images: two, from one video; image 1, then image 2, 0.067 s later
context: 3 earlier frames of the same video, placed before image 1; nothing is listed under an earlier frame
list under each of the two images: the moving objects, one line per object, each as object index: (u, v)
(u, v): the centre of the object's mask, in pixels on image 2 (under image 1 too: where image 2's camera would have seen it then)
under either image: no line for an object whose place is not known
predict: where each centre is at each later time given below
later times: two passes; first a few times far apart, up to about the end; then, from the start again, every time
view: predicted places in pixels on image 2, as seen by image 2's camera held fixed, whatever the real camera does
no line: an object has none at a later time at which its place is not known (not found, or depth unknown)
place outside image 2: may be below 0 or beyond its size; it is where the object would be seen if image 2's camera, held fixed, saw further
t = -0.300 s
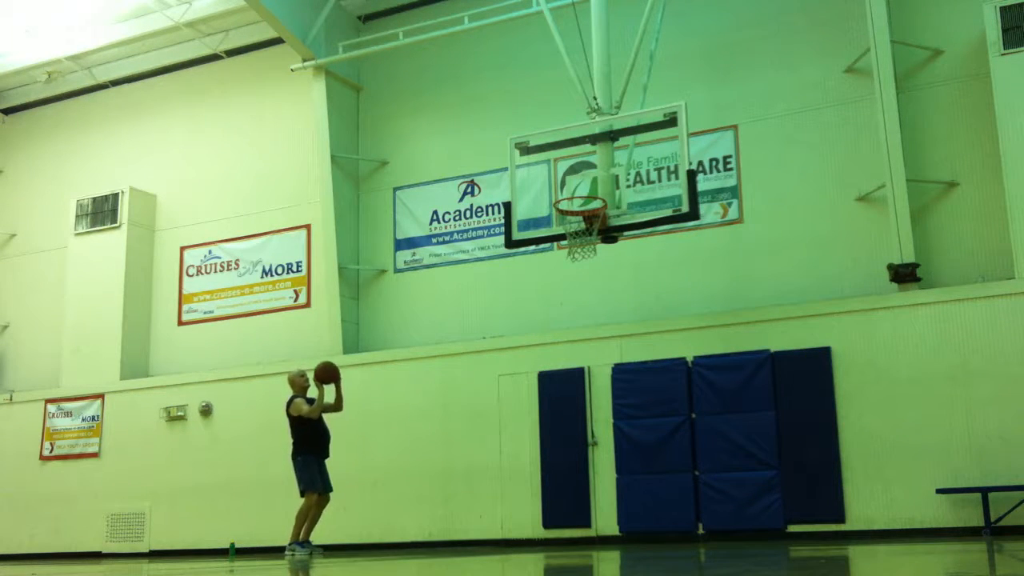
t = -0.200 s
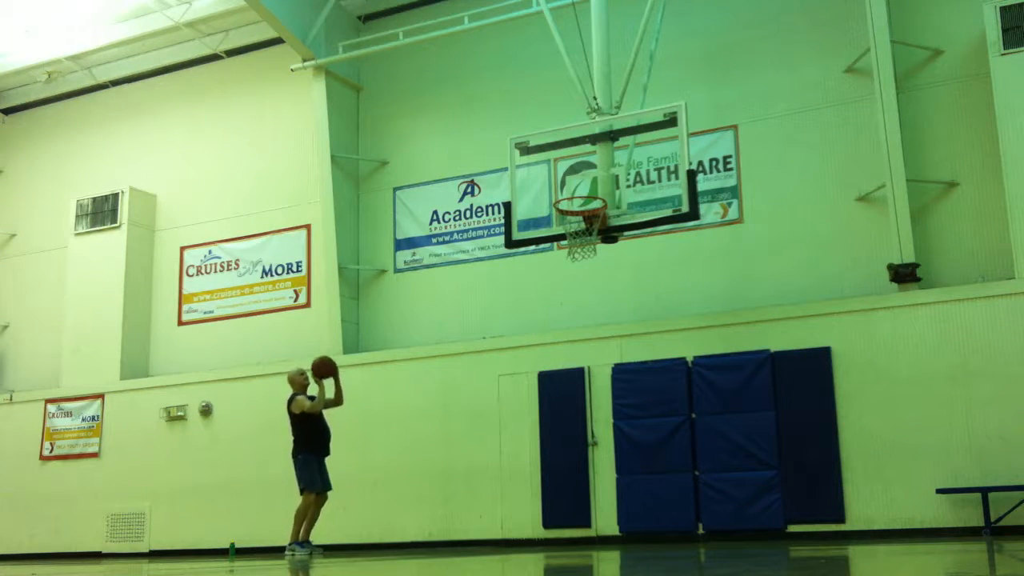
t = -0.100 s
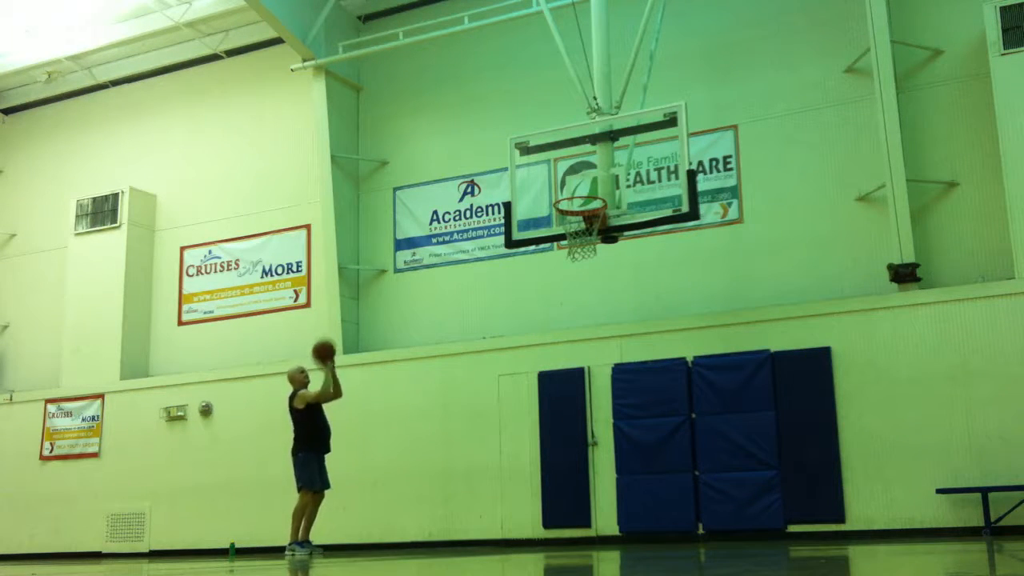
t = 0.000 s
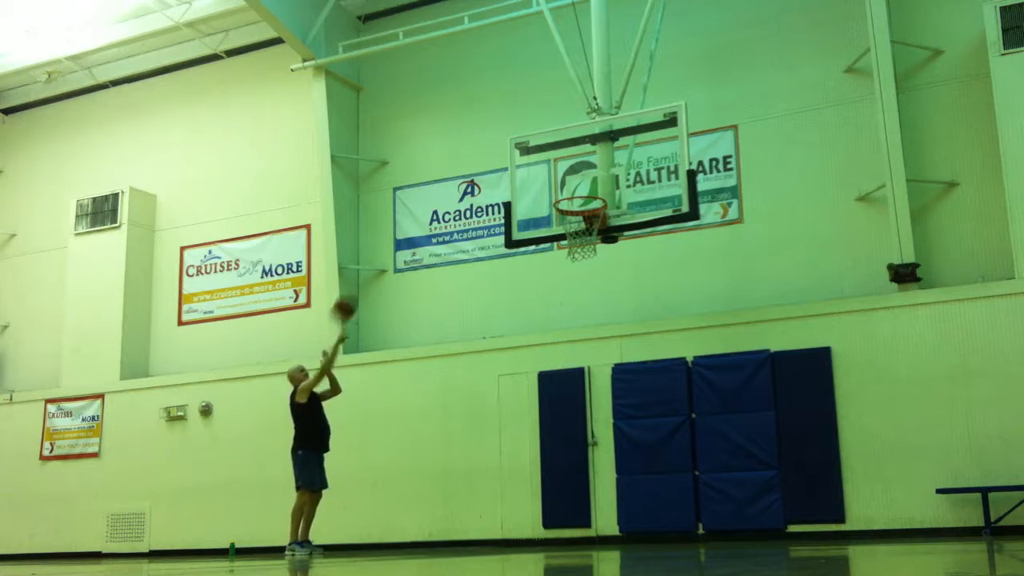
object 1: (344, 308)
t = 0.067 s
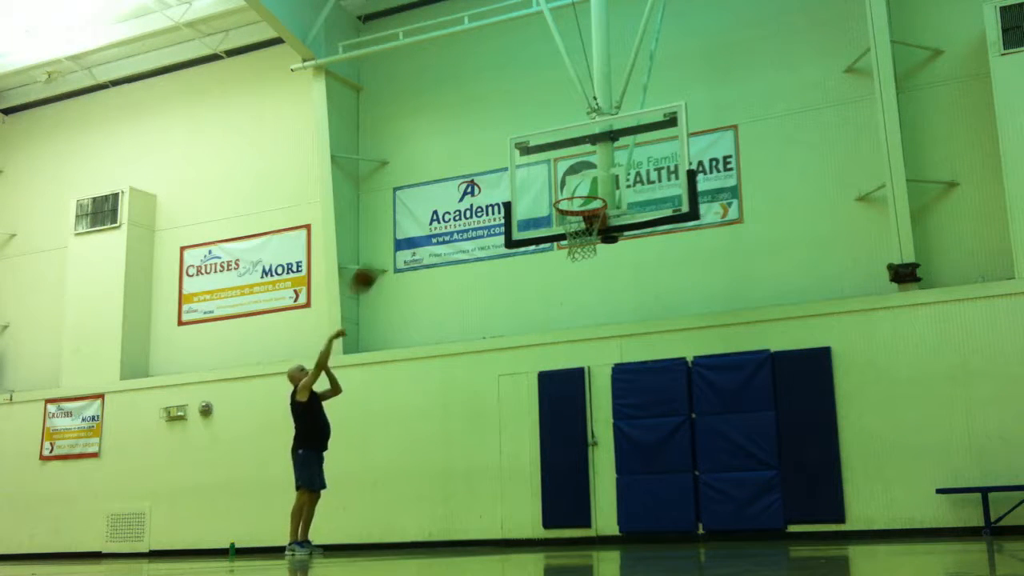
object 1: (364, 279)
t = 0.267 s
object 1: (422, 213)
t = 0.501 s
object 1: (495, 179)
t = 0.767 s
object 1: (592, 212)
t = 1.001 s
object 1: (591, 256)
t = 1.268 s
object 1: (581, 368)
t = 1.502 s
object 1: (572, 525)
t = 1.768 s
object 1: (535, 408)
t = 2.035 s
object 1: (502, 367)
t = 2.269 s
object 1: (474, 394)
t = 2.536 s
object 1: (444, 500)
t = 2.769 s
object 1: (420, 476)
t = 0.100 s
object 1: (373, 266)
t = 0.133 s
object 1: (383, 253)
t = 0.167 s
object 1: (392, 242)
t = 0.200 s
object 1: (402, 231)
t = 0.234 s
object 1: (413, 221)
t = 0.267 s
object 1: (422, 213)
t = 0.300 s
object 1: (433, 204)
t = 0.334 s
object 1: (443, 198)
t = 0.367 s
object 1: (453, 191)
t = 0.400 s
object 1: (465, 188)
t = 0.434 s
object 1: (474, 183)
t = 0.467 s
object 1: (485, 180)
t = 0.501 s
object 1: (495, 179)
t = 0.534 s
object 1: (506, 178)
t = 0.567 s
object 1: (517, 179)
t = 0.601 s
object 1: (528, 180)
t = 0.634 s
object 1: (538, 182)
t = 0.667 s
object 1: (550, 186)
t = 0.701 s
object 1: (562, 191)
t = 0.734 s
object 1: (574, 197)
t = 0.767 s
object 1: (592, 212)
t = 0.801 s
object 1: (596, 217)
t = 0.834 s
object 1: (597, 224)
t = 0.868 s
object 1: (596, 228)
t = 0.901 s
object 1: (594, 239)
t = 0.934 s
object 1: (594, 242)
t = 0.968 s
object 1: (592, 247)
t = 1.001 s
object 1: (591, 256)
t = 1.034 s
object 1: (589, 266)
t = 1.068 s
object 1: (588, 277)
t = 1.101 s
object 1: (586, 289)
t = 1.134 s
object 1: (585, 302)
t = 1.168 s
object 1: (584, 316)
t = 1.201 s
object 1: (583, 332)
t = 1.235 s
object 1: (581, 350)
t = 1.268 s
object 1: (581, 368)
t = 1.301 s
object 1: (577, 388)
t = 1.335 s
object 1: (577, 411)
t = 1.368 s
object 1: (576, 435)
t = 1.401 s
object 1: (575, 458)
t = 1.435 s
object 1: (573, 488)
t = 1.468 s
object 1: (574, 514)
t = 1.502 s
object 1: (572, 525)
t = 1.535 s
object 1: (568, 510)
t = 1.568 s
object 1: (563, 490)
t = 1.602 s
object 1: (558, 475)
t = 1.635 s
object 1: (553, 459)
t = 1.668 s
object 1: (549, 446)
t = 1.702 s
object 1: (544, 431)
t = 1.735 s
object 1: (540, 419)
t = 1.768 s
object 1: (535, 408)
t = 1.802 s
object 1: (529, 398)
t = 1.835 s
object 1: (526, 390)
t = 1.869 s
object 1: (522, 383)
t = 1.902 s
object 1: (518, 377)
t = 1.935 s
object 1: (514, 373)
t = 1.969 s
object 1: (510, 370)
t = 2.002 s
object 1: (505, 368)
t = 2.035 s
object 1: (502, 367)
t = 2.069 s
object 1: (498, 368)
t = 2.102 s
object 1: (494, 369)
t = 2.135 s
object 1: (490, 372)
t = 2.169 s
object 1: (486, 375)
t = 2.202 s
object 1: (482, 380)
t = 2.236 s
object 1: (478, 387)
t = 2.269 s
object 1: (474, 394)
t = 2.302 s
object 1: (470, 403)
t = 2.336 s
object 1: (467, 413)
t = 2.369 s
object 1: (463, 424)
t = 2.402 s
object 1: (459, 437)
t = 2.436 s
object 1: (455, 451)
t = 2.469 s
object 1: (451, 466)
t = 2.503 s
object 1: (448, 482)
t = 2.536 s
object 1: (444, 500)
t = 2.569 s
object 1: (440, 519)
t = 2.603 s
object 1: (436, 536)
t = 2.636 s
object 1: (433, 524)
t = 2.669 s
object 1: (430, 510)
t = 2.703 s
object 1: (426, 498)
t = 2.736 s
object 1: (423, 487)
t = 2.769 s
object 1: (420, 476)
